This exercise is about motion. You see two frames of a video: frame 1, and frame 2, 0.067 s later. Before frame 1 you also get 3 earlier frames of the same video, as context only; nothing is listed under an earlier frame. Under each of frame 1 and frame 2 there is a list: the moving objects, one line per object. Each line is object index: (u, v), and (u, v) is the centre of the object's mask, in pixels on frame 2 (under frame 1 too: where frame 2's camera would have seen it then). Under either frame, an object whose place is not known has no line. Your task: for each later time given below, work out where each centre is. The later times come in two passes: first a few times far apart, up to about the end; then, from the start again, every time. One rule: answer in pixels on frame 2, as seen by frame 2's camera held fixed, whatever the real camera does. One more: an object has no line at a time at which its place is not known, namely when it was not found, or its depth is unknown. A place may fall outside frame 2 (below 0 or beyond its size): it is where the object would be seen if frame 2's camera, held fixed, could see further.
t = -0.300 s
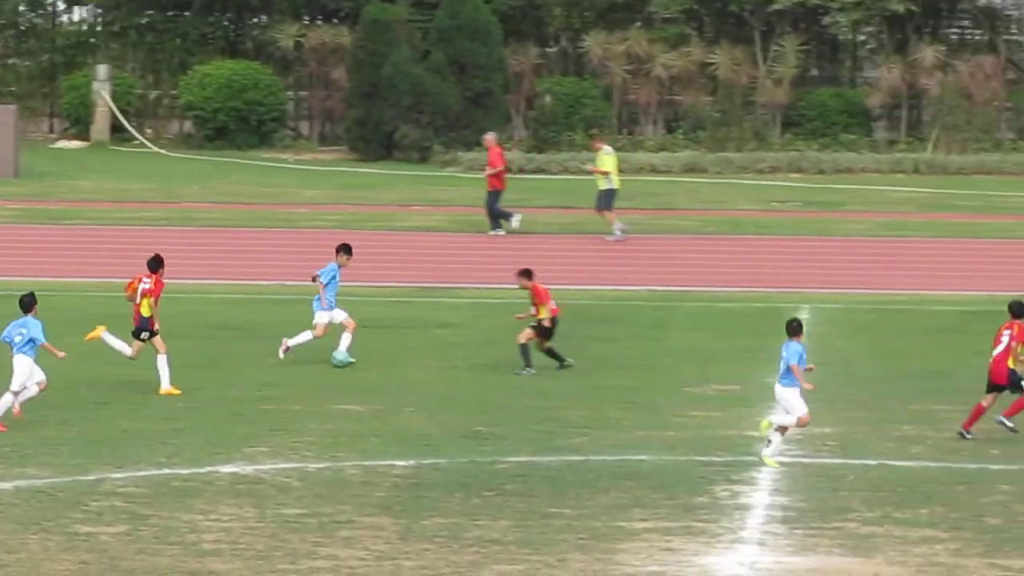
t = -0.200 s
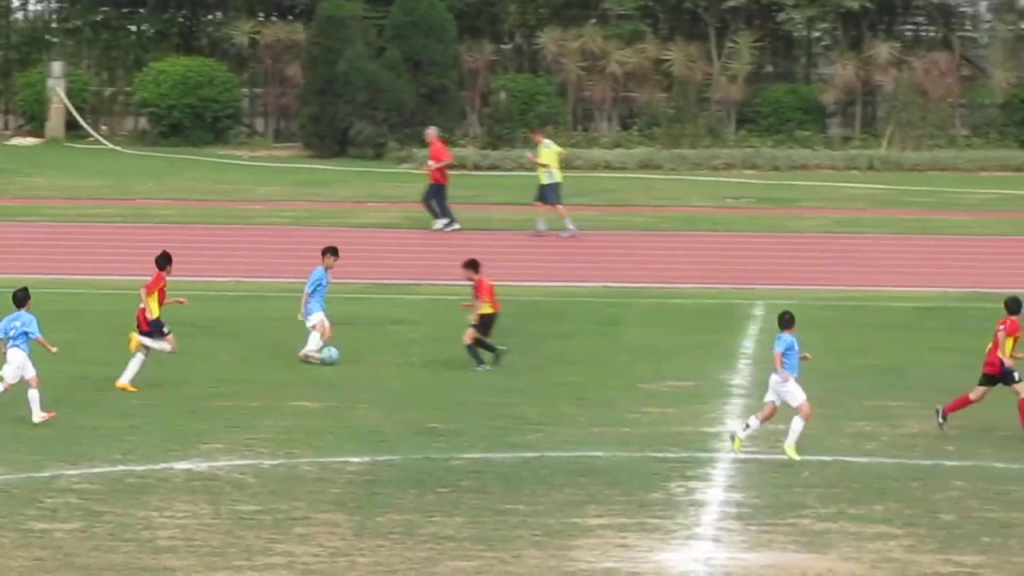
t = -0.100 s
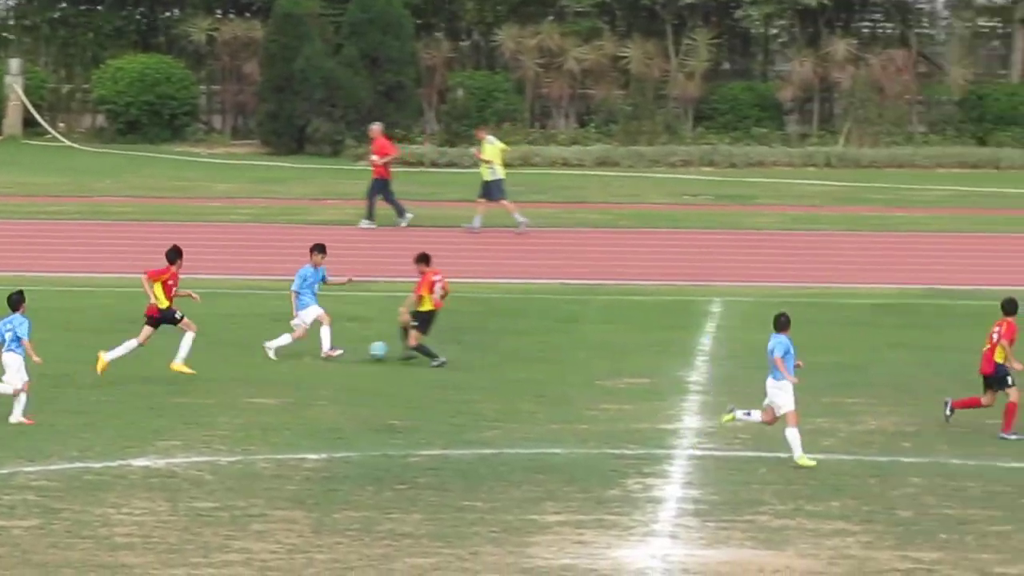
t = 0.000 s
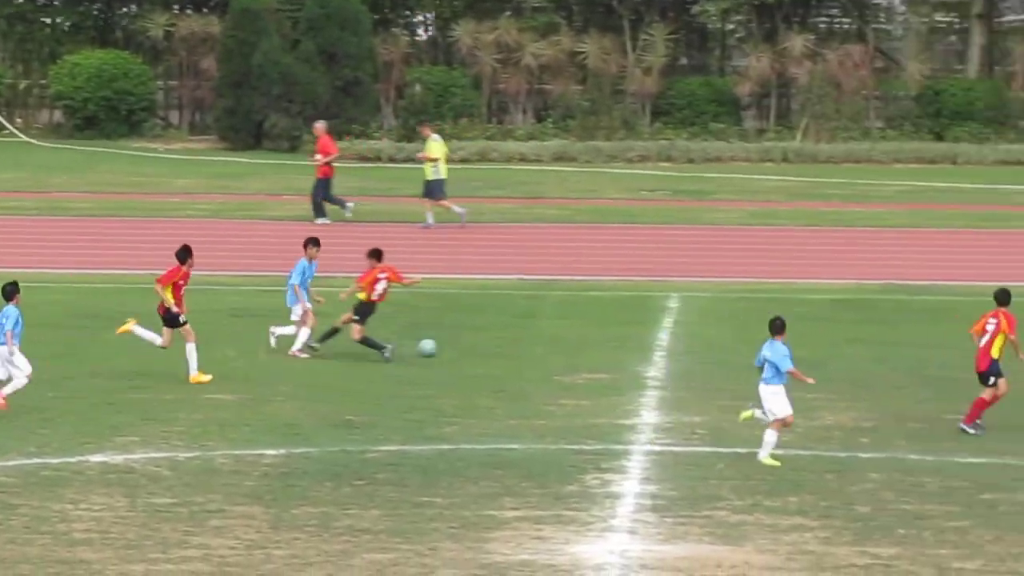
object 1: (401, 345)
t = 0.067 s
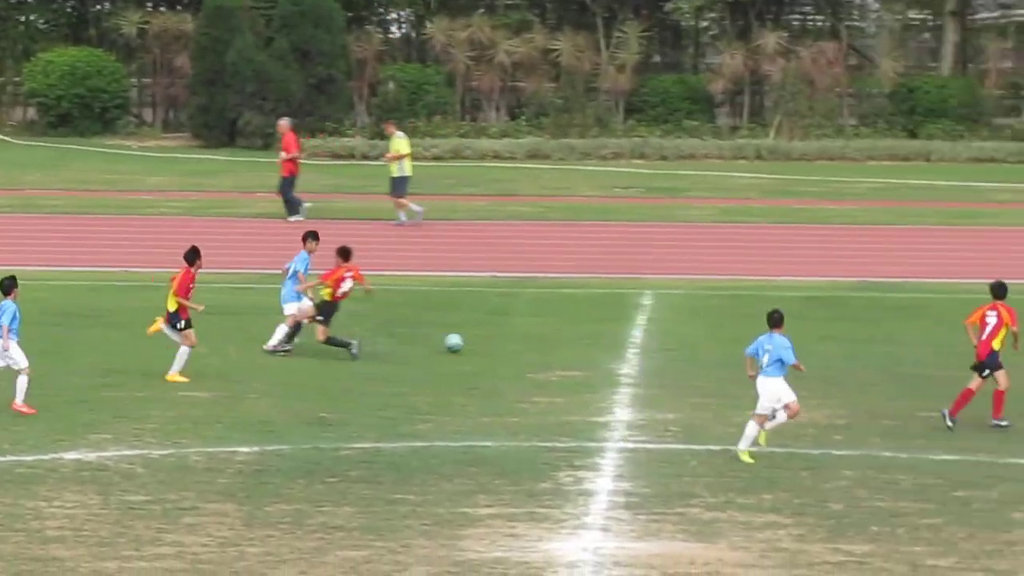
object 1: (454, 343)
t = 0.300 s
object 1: (611, 340)
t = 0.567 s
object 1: (763, 338)
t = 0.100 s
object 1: (479, 343)
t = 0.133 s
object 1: (504, 344)
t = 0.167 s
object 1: (529, 345)
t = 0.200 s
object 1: (549, 342)
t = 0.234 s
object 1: (570, 340)
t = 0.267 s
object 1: (591, 339)
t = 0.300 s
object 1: (611, 340)
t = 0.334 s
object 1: (632, 340)
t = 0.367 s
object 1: (651, 343)
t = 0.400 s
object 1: (671, 344)
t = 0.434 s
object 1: (689, 341)
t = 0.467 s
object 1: (708, 338)
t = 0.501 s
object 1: (726, 338)
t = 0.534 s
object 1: (744, 338)
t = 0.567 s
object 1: (763, 338)
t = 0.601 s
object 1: (781, 341)
